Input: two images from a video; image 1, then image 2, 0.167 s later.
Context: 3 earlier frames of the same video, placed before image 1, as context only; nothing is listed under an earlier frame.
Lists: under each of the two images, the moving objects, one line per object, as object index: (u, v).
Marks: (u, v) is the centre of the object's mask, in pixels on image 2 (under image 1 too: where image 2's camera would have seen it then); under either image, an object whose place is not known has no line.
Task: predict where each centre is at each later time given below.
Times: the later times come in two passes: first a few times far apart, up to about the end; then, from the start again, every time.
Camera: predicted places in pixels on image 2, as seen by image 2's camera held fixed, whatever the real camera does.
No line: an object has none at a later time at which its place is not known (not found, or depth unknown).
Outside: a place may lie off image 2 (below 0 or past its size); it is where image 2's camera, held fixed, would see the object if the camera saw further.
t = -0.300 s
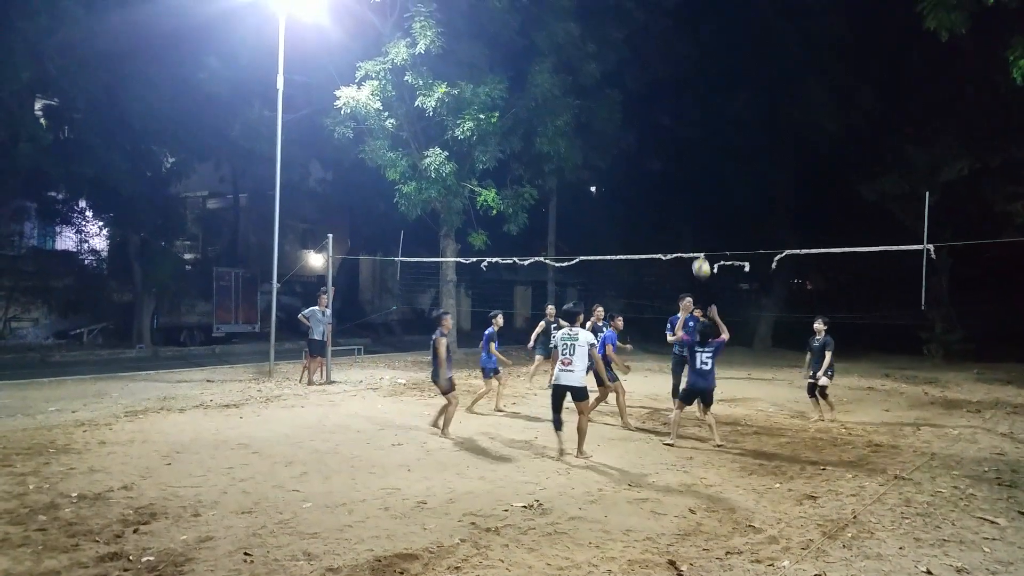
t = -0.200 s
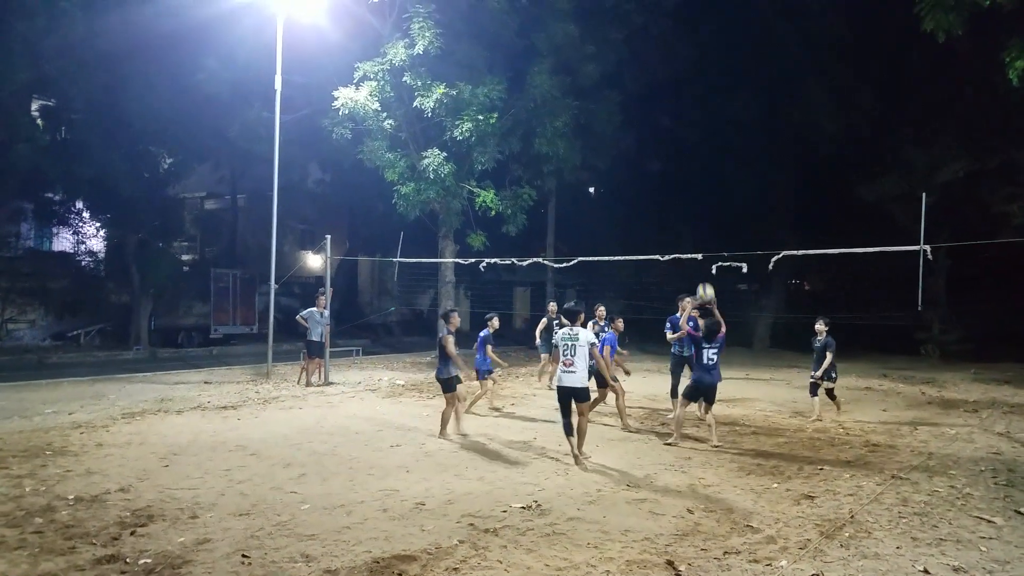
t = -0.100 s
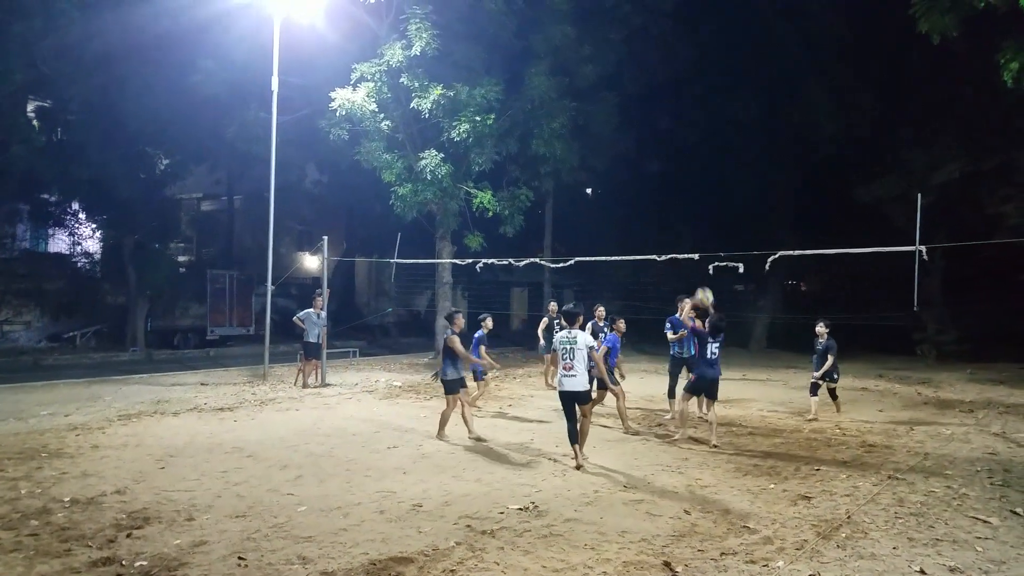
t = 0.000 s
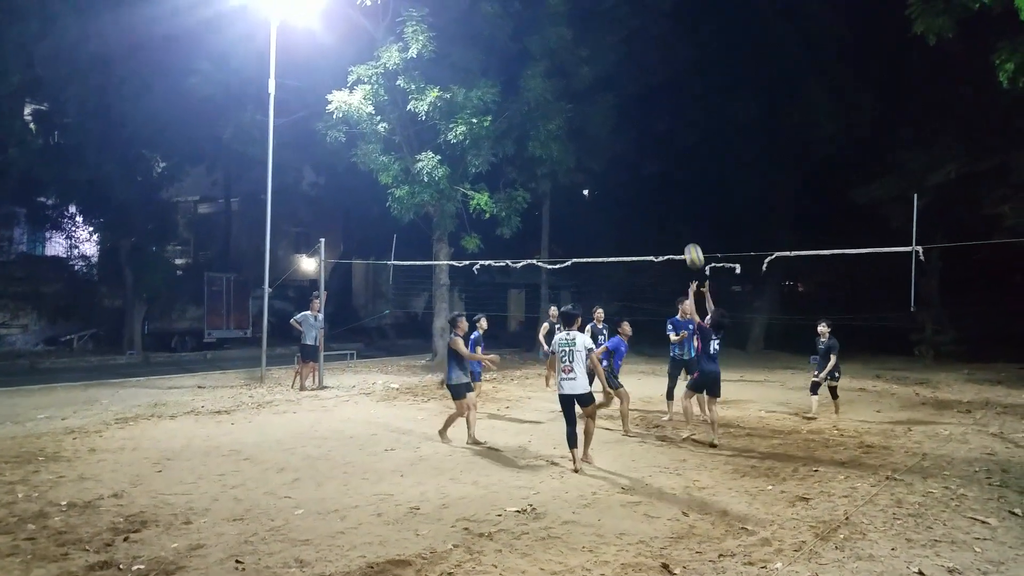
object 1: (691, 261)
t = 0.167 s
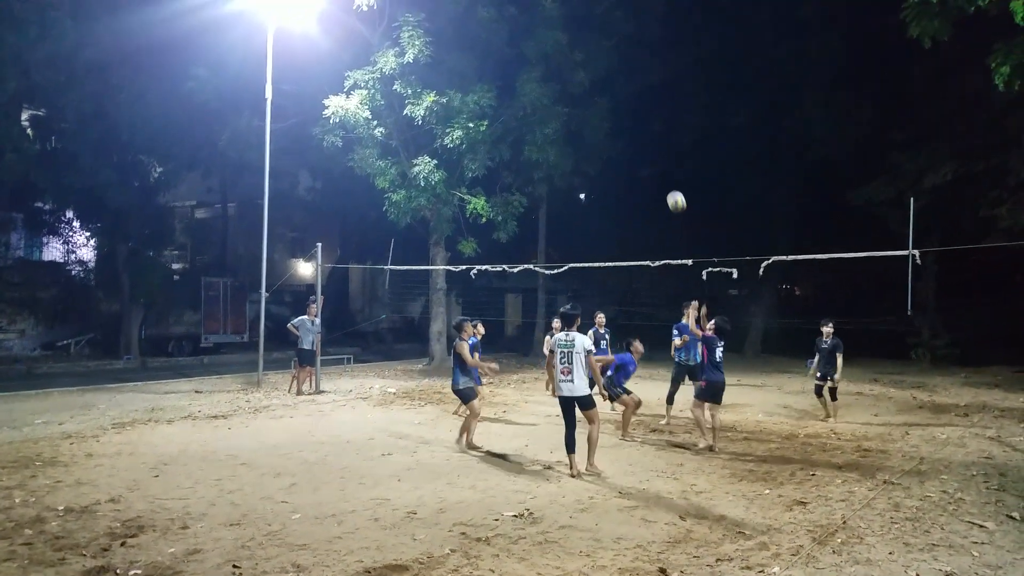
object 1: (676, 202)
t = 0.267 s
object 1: (667, 177)
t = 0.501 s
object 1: (648, 149)
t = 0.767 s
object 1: (625, 166)
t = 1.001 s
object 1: (607, 221)
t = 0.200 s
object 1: (673, 192)
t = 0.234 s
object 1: (670, 184)
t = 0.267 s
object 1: (667, 177)
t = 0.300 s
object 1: (665, 170)
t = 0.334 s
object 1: (662, 164)
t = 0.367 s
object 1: (659, 160)
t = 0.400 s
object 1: (656, 156)
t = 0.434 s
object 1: (653, 152)
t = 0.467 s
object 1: (650, 150)
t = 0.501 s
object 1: (648, 149)
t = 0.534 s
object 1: (645, 148)
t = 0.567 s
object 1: (642, 148)
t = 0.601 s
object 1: (639, 149)
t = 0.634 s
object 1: (636, 151)
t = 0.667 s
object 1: (633, 153)
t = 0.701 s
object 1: (631, 157)
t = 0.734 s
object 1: (628, 161)
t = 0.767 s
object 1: (625, 166)
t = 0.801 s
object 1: (622, 171)
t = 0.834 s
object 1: (619, 178)
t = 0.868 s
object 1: (617, 185)
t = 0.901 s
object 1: (614, 193)
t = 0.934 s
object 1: (612, 202)
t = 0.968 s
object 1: (609, 211)
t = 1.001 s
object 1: (607, 221)
